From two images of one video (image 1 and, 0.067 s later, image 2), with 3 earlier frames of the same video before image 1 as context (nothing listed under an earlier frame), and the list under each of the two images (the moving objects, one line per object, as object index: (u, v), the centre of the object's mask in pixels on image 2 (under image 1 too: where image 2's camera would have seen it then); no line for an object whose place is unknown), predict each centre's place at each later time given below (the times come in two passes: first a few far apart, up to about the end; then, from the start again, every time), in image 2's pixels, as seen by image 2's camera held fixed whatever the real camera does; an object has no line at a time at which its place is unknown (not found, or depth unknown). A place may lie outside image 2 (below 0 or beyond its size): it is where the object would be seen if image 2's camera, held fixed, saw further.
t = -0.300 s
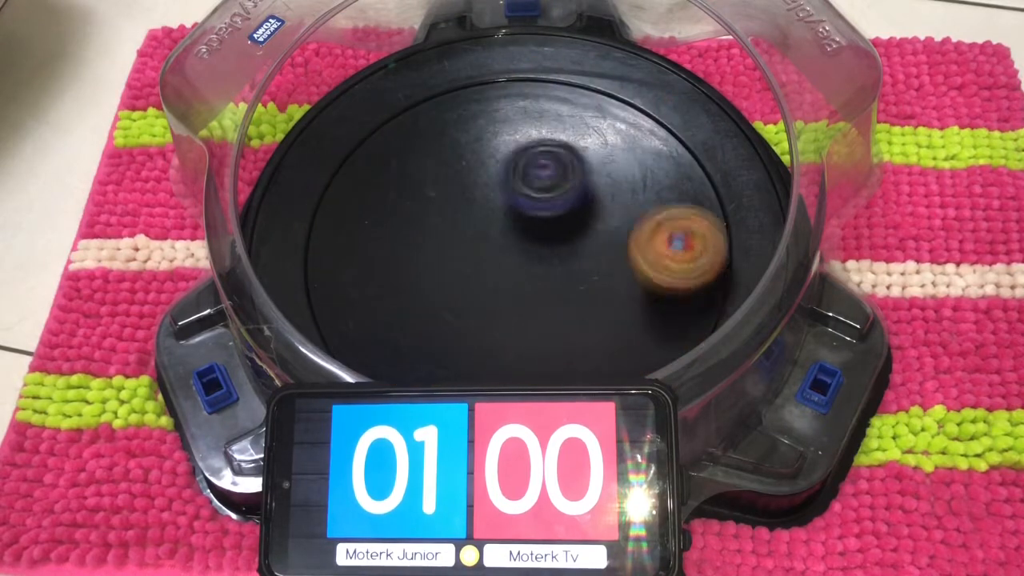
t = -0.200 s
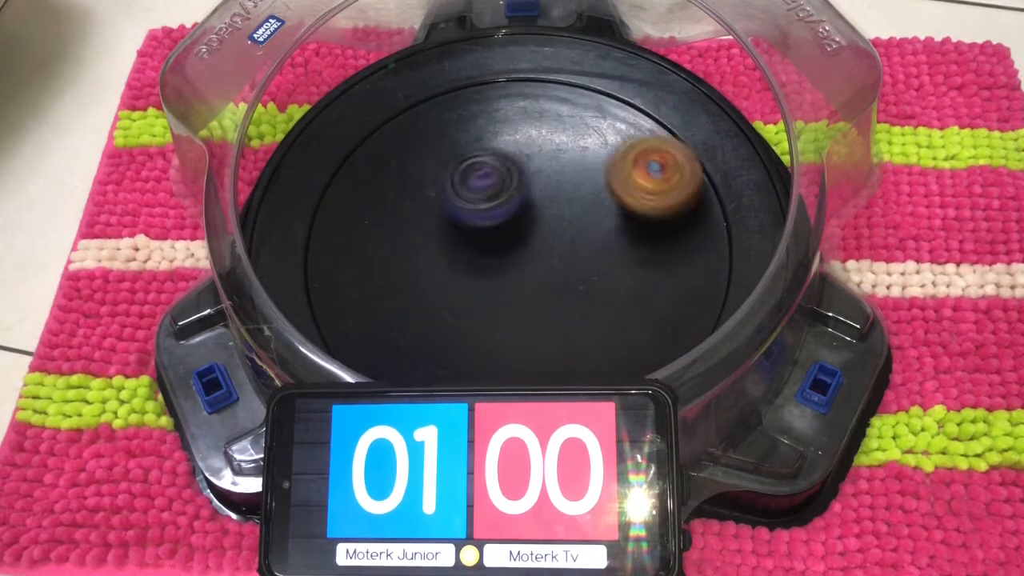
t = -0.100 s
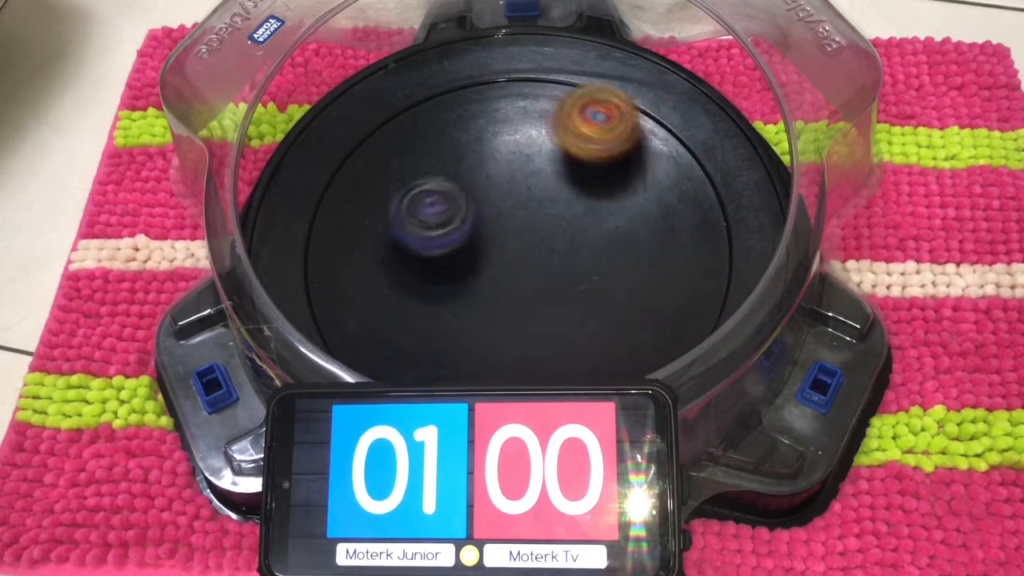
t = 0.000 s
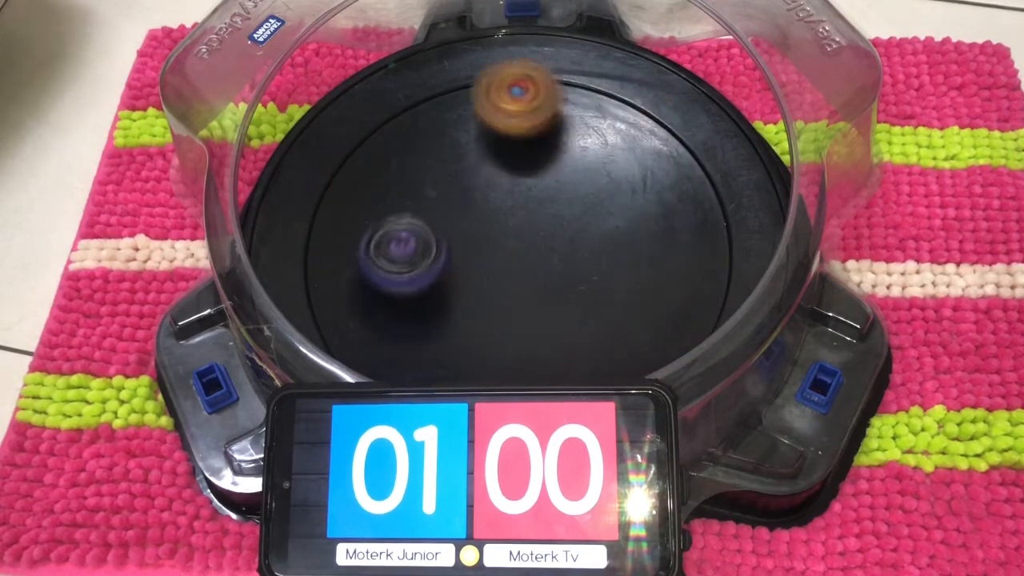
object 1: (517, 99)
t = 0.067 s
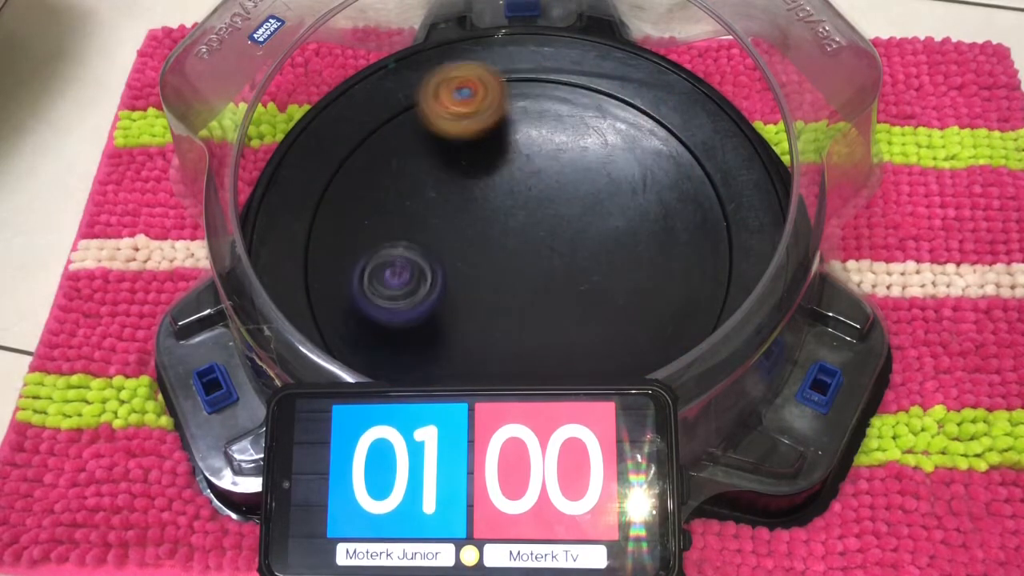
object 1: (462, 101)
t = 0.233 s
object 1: (357, 175)
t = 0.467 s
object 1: (405, 341)
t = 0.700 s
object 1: (618, 339)
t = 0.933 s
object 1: (678, 188)
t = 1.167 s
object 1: (523, 107)
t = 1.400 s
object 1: (371, 203)
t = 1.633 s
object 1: (413, 351)
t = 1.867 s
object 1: (610, 346)
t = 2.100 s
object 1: (652, 197)
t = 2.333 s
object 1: (503, 111)
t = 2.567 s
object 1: (360, 189)
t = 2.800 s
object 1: (418, 340)
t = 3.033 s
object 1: (617, 330)
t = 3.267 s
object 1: (665, 187)
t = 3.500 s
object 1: (524, 116)
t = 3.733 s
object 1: (384, 204)
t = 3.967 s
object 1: (420, 345)
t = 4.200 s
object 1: (586, 346)
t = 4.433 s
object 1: (643, 229)
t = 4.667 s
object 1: (540, 137)
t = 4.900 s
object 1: (413, 165)
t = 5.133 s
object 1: (396, 279)
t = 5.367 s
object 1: (520, 334)
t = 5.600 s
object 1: (623, 272)
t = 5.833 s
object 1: (612, 196)
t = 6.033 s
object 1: (553, 171)
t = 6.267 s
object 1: (475, 186)
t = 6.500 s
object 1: (430, 229)
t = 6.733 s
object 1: (373, 304)
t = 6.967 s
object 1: (400, 347)
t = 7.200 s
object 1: (468, 312)
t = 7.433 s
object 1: (499, 214)
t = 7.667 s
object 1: (506, 141)
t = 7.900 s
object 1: (510, 144)
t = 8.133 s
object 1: (527, 227)
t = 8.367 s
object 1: (543, 250)
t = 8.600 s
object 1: (550, 222)
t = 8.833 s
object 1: (550, 180)
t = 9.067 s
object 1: (583, 169)
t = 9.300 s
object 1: (604, 213)
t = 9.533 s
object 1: (568, 263)
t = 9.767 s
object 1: (428, 286)
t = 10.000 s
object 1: (350, 334)
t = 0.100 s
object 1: (436, 107)
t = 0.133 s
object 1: (411, 118)
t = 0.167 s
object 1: (390, 134)
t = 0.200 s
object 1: (372, 153)
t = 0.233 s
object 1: (357, 175)
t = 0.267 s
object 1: (346, 199)
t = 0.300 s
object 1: (341, 224)
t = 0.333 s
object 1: (342, 250)
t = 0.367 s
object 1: (349, 277)
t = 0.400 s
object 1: (362, 302)
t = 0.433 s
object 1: (381, 325)
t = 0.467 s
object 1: (405, 341)
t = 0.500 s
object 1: (432, 350)
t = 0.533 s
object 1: (463, 355)
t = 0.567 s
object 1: (496, 357)
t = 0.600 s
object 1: (528, 356)
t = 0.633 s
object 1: (560, 353)
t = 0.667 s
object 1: (591, 348)
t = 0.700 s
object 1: (618, 339)
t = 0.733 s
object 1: (642, 325)
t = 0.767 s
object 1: (663, 306)
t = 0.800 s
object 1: (677, 283)
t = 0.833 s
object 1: (686, 259)
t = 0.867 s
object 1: (689, 234)
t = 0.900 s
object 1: (686, 210)
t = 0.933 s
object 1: (678, 188)
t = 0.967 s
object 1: (666, 168)
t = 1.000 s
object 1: (649, 149)
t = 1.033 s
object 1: (629, 134)
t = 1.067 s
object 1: (605, 121)
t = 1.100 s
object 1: (578, 112)
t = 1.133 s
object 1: (551, 108)
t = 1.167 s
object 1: (523, 107)
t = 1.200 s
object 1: (495, 112)
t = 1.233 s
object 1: (467, 118)
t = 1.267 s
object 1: (442, 130)
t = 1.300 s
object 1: (420, 145)
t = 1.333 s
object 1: (400, 161)
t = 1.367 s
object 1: (384, 180)
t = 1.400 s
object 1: (371, 203)
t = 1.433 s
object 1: (362, 227)
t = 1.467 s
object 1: (358, 251)
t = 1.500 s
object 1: (359, 275)
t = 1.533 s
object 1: (365, 299)
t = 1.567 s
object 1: (376, 322)
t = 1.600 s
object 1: (393, 340)
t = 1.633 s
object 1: (413, 351)
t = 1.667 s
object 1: (437, 358)
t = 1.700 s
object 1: (465, 362)
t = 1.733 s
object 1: (497, 363)
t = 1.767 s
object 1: (528, 363)
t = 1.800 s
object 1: (558, 360)
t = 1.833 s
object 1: (586, 355)
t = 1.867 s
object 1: (610, 346)
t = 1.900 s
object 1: (631, 333)
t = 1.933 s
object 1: (649, 315)
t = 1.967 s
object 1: (661, 292)
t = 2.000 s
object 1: (666, 267)
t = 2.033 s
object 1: (666, 243)
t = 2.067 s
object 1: (661, 219)
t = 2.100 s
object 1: (652, 197)
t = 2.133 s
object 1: (638, 176)
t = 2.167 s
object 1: (621, 159)
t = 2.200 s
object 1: (600, 144)
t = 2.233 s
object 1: (579, 130)
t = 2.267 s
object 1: (556, 120)
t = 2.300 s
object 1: (530, 114)
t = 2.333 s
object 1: (503, 111)
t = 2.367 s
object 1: (477, 112)
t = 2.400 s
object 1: (452, 115)
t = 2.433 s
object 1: (429, 123)
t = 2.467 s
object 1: (406, 136)
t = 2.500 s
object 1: (388, 150)
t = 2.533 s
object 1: (372, 168)
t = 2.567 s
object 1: (360, 189)
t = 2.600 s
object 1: (352, 211)
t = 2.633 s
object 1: (350, 234)
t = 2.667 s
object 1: (353, 259)
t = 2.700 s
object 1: (361, 283)
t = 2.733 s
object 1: (376, 306)
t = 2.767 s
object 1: (395, 325)
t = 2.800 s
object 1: (418, 340)
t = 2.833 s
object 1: (445, 347)
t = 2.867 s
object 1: (474, 351)
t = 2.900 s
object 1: (505, 352)
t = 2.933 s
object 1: (536, 350)
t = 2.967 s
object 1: (565, 347)
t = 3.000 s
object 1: (593, 341)
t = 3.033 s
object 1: (617, 330)
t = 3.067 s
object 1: (638, 315)
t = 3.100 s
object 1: (655, 294)
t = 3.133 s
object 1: (667, 272)
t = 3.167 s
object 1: (674, 250)
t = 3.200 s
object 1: (676, 229)
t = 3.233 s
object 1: (673, 208)
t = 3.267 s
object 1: (665, 187)
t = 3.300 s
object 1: (654, 169)
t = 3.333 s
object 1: (638, 153)
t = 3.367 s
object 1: (619, 139)
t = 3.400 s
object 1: (598, 128)
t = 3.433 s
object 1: (574, 121)
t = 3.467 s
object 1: (550, 116)
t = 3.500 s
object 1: (524, 116)
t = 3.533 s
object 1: (499, 120)
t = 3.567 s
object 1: (474, 126)
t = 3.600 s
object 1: (452, 136)
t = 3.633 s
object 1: (431, 149)
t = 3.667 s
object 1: (412, 165)
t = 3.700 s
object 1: (396, 183)
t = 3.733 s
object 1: (384, 204)
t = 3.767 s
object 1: (376, 226)
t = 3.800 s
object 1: (371, 248)
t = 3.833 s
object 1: (372, 271)
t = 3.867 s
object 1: (377, 293)
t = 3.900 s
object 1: (387, 314)
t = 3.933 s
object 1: (401, 333)
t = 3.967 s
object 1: (420, 345)
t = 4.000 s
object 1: (440, 352)
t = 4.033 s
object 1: (464, 356)
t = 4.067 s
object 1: (489, 357)
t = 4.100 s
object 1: (516, 357)
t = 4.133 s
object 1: (541, 356)
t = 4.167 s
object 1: (565, 352)
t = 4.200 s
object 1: (586, 346)
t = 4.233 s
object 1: (604, 337)
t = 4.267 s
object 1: (620, 324)
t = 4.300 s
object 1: (633, 306)
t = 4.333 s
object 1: (641, 287)
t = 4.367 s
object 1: (646, 267)
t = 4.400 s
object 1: (646, 247)
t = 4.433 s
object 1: (643, 229)
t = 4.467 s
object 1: (635, 210)
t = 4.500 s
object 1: (624, 192)
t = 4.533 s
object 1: (613, 177)
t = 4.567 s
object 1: (597, 163)
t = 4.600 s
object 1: (579, 152)
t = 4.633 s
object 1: (560, 143)
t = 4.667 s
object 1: (540, 137)
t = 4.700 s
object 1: (519, 134)
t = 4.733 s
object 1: (499, 133)
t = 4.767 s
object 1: (479, 135)
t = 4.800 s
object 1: (460, 139)
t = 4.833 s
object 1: (442, 146)
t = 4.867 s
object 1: (427, 154)
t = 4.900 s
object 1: (413, 165)
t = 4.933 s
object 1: (401, 179)
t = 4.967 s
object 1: (392, 194)
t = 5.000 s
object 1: (386, 210)
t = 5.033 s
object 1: (384, 228)
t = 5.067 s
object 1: (384, 246)
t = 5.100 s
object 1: (388, 263)
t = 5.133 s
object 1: (396, 279)
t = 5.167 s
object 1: (408, 294)
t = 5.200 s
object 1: (423, 307)
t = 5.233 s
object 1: (441, 318)
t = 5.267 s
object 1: (459, 325)
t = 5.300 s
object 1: (479, 331)
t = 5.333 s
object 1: (499, 334)
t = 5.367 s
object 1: (520, 334)
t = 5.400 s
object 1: (541, 331)
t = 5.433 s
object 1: (561, 326)
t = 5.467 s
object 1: (579, 318)
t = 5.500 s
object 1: (595, 308)
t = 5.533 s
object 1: (608, 296)
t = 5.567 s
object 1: (617, 283)
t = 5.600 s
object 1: (623, 272)
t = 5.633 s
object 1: (629, 261)
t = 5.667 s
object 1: (631, 247)
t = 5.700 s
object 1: (631, 236)
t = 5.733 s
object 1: (629, 225)
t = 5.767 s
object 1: (626, 215)
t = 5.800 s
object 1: (620, 205)
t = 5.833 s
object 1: (612, 196)
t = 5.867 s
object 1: (602, 190)
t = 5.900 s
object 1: (593, 184)
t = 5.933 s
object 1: (585, 180)
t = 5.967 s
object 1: (574, 175)
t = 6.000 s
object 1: (564, 172)
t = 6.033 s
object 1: (553, 171)
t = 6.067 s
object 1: (542, 170)
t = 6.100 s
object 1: (530, 170)
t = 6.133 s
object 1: (519, 172)
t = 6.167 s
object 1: (507, 174)
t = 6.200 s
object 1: (496, 177)
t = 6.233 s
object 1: (485, 181)
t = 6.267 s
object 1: (475, 186)
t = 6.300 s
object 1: (465, 190)
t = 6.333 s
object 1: (457, 197)
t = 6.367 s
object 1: (450, 203)
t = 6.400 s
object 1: (444, 209)
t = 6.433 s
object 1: (438, 216)
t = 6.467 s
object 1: (433, 223)
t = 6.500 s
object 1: (430, 229)
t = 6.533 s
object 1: (427, 236)
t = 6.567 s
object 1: (425, 244)
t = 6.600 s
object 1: (423, 250)
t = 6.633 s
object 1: (414, 260)
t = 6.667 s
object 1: (396, 275)
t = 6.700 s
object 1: (381, 290)
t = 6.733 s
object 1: (373, 304)
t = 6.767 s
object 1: (365, 316)
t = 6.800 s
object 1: (362, 327)
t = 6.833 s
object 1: (361, 335)
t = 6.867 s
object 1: (364, 341)
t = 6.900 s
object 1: (376, 345)
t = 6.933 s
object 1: (388, 346)
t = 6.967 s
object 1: (400, 347)
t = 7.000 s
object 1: (411, 345)
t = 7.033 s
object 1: (424, 341)
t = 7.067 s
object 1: (434, 337)
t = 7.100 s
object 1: (444, 333)
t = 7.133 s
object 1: (450, 328)
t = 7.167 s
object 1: (460, 321)
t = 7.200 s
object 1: (468, 312)
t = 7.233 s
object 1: (480, 300)
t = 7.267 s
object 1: (490, 290)
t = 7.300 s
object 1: (493, 274)
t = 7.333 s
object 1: (491, 258)
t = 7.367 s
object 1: (494, 243)
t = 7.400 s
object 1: (498, 228)
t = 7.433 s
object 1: (499, 214)
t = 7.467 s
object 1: (502, 200)
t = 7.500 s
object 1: (504, 186)
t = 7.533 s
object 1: (501, 172)
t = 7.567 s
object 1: (501, 162)
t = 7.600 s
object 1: (503, 152)
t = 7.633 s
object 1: (503, 145)
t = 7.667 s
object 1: (506, 141)
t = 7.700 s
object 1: (507, 140)
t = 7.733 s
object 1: (508, 139)
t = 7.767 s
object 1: (508, 139)
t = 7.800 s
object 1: (508, 139)
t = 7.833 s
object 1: (508, 140)
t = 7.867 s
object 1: (509, 142)
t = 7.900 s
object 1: (510, 144)
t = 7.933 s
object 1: (511, 152)
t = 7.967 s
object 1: (511, 159)
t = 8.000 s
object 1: (514, 170)
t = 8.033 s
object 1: (517, 184)
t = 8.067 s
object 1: (519, 198)
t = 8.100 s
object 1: (523, 211)
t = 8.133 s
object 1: (527, 227)
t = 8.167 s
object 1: (532, 230)
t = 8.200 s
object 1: (539, 232)
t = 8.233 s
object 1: (540, 236)
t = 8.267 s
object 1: (542, 240)
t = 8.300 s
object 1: (542, 243)
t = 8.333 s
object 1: (542, 247)
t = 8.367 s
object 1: (543, 250)
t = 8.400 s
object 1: (541, 253)
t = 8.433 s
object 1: (544, 250)
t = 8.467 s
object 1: (545, 242)
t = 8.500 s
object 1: (548, 238)
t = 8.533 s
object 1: (548, 236)
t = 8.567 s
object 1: (551, 230)
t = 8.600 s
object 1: (550, 222)
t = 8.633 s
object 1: (551, 212)
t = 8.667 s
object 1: (551, 204)
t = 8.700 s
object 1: (552, 196)
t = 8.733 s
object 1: (550, 191)
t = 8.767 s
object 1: (551, 186)
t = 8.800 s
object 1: (550, 183)
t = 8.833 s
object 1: (550, 180)
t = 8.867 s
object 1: (550, 180)
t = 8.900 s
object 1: (553, 178)
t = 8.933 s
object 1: (561, 174)
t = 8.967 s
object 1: (569, 171)
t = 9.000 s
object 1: (575, 167)
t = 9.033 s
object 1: (580, 168)
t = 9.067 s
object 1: (583, 169)
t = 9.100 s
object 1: (585, 170)
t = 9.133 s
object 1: (584, 173)
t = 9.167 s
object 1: (585, 176)
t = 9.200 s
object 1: (587, 181)
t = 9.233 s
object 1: (599, 191)
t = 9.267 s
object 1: (602, 203)
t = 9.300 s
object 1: (604, 213)
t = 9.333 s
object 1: (603, 224)
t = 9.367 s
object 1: (600, 232)
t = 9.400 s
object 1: (597, 239)
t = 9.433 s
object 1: (592, 247)
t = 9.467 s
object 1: (585, 254)
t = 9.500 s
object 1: (578, 259)
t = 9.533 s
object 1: (568, 263)
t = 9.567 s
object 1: (559, 266)
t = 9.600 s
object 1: (549, 267)
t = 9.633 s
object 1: (541, 267)
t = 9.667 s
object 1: (528, 269)
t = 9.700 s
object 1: (499, 274)
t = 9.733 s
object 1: (462, 279)
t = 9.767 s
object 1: (428, 286)
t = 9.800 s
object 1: (394, 292)
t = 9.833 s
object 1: (365, 301)
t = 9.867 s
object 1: (343, 310)
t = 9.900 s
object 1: (339, 314)
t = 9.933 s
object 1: (337, 321)
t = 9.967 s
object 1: (342, 328)
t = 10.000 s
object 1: (350, 334)
